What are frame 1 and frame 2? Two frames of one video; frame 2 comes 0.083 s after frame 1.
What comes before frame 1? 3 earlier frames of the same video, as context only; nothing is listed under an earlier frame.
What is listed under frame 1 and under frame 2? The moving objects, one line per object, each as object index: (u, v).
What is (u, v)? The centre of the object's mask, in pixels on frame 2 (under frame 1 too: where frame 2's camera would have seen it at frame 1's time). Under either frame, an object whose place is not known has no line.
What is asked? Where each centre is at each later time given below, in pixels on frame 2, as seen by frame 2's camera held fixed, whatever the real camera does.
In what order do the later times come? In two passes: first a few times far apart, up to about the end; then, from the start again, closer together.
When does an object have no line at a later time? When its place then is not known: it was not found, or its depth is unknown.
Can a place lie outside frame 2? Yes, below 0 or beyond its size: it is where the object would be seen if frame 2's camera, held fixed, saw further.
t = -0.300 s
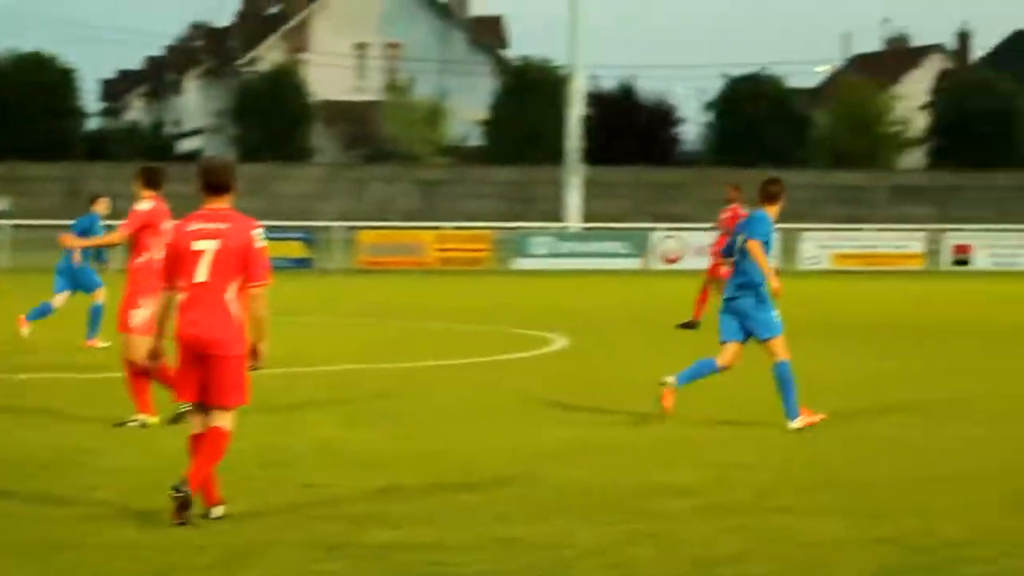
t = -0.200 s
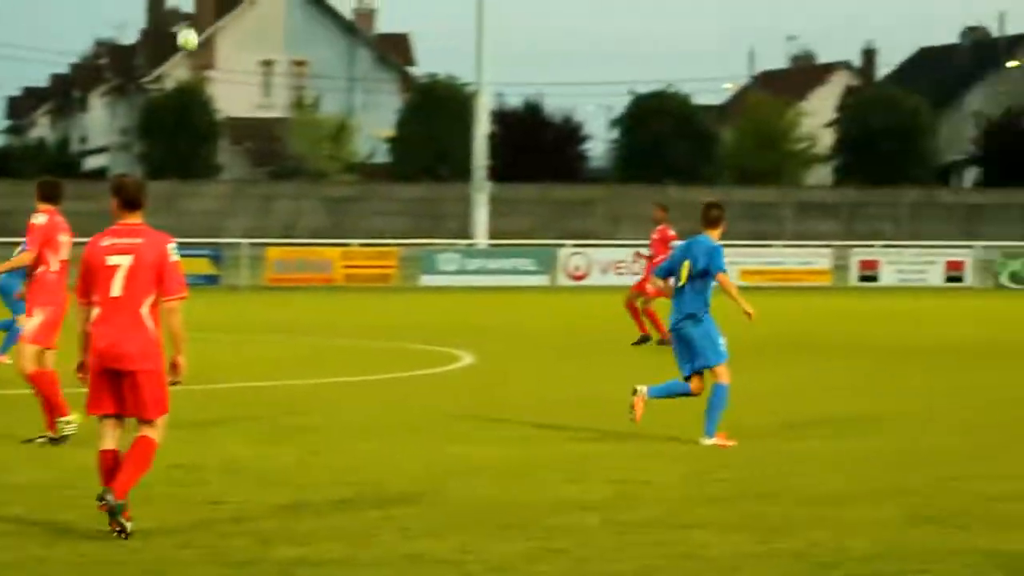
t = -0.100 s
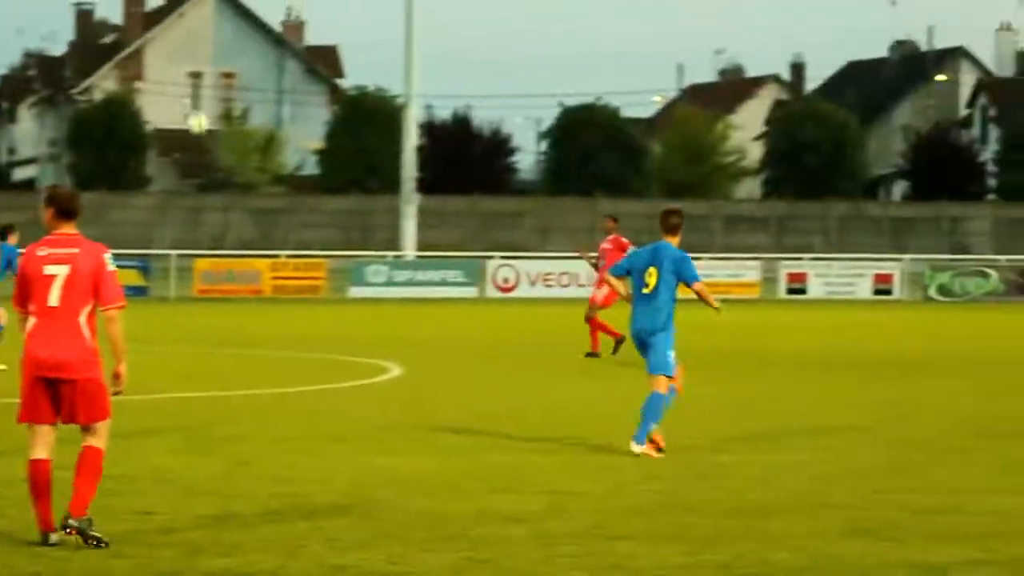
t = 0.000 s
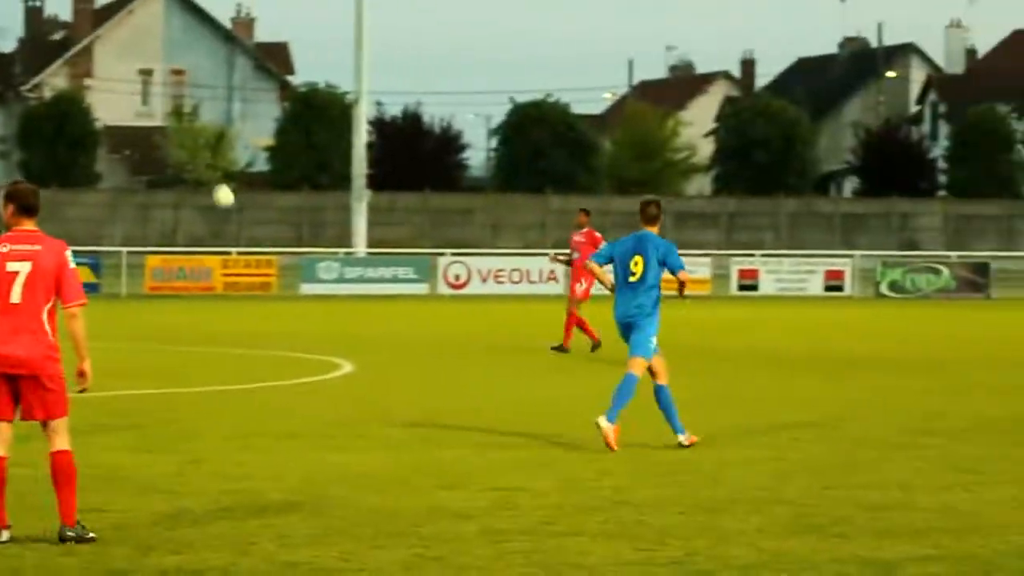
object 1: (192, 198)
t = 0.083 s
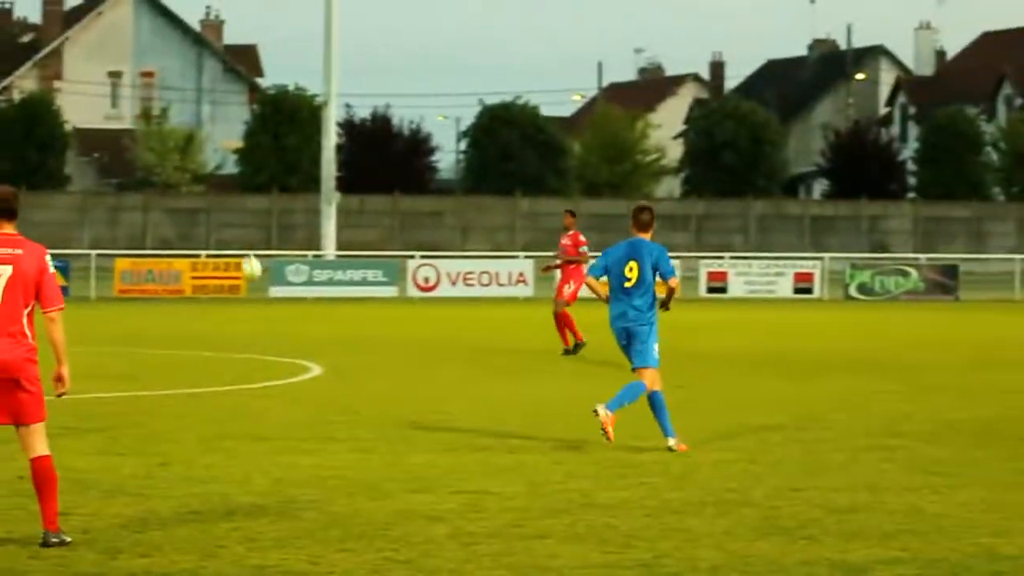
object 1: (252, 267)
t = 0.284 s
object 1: (364, 300)
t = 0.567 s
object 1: (471, 159)
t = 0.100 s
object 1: (262, 281)
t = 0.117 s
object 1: (274, 295)
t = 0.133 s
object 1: (285, 309)
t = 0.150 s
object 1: (297, 322)
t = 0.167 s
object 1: (309, 338)
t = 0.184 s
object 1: (319, 353)
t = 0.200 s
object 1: (327, 352)
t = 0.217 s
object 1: (336, 340)
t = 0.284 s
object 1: (364, 300)
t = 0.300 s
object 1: (371, 289)
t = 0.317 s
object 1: (377, 280)
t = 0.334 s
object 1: (383, 269)
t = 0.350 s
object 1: (388, 260)
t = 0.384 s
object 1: (401, 241)
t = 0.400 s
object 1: (407, 233)
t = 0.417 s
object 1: (414, 225)
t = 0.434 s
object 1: (420, 216)
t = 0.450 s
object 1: (426, 208)
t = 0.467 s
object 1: (432, 200)
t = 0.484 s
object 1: (439, 193)
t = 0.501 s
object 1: (446, 185)
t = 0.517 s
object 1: (452, 179)
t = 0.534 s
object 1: (459, 172)
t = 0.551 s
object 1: (466, 166)
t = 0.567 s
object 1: (471, 159)
